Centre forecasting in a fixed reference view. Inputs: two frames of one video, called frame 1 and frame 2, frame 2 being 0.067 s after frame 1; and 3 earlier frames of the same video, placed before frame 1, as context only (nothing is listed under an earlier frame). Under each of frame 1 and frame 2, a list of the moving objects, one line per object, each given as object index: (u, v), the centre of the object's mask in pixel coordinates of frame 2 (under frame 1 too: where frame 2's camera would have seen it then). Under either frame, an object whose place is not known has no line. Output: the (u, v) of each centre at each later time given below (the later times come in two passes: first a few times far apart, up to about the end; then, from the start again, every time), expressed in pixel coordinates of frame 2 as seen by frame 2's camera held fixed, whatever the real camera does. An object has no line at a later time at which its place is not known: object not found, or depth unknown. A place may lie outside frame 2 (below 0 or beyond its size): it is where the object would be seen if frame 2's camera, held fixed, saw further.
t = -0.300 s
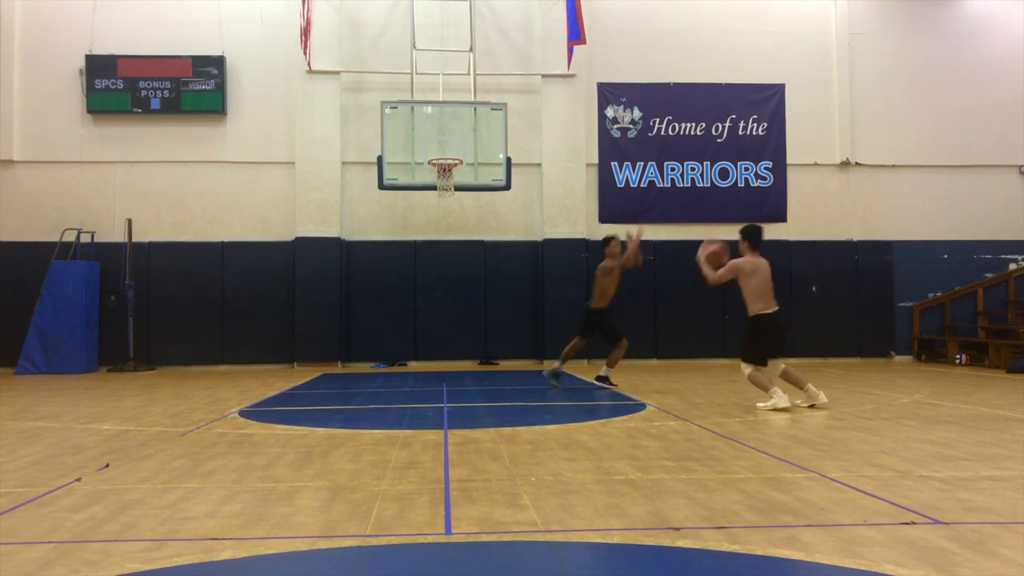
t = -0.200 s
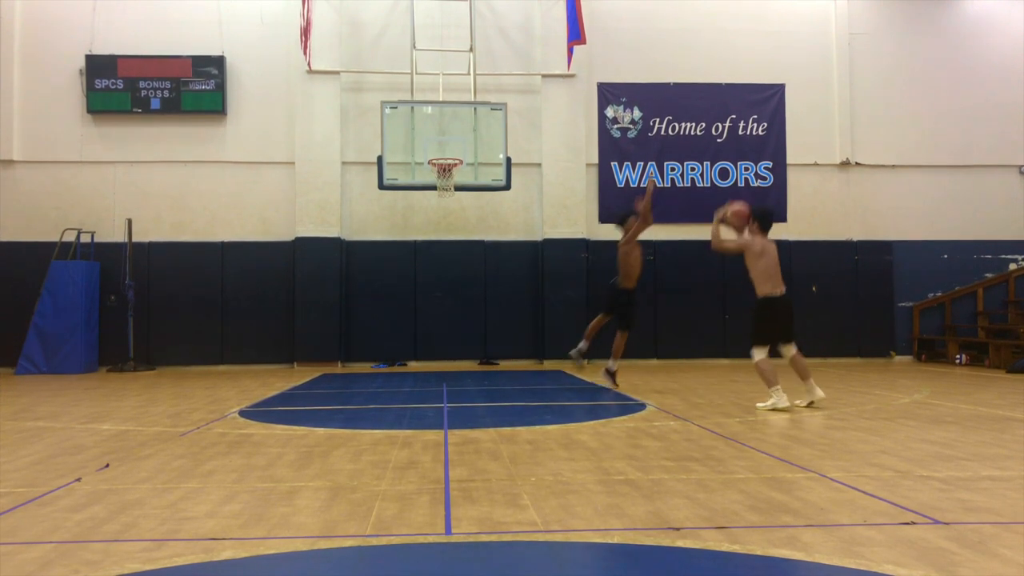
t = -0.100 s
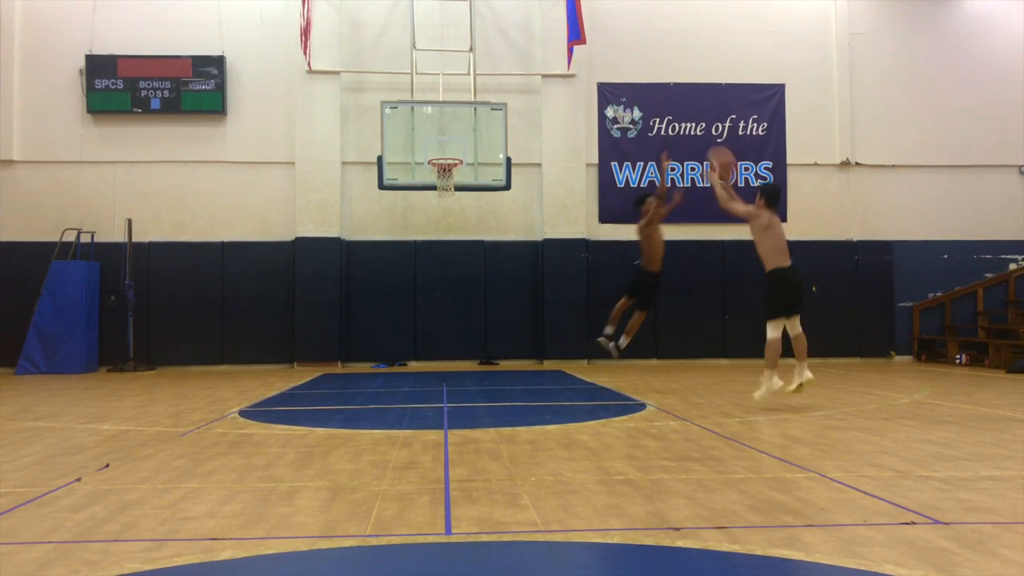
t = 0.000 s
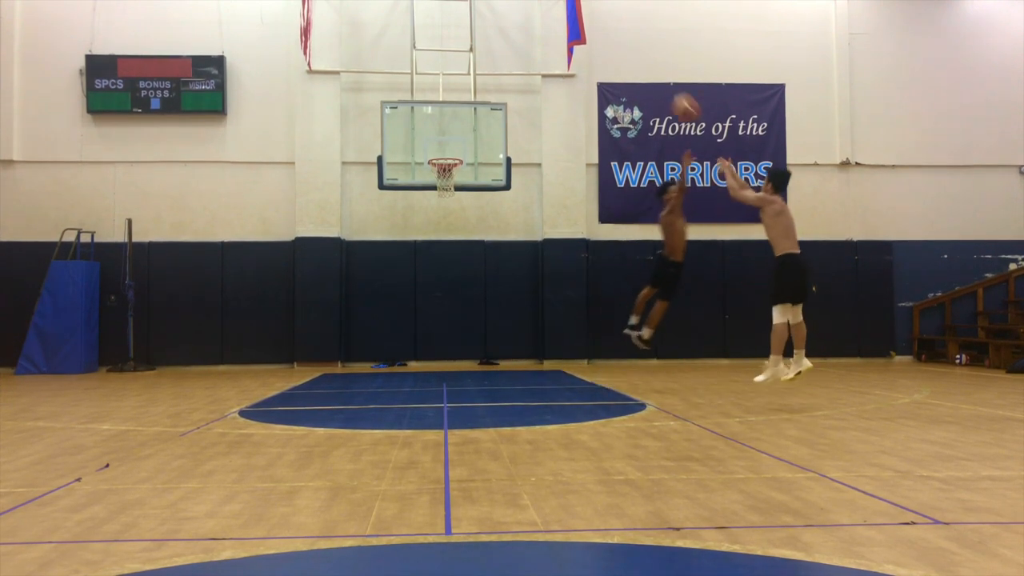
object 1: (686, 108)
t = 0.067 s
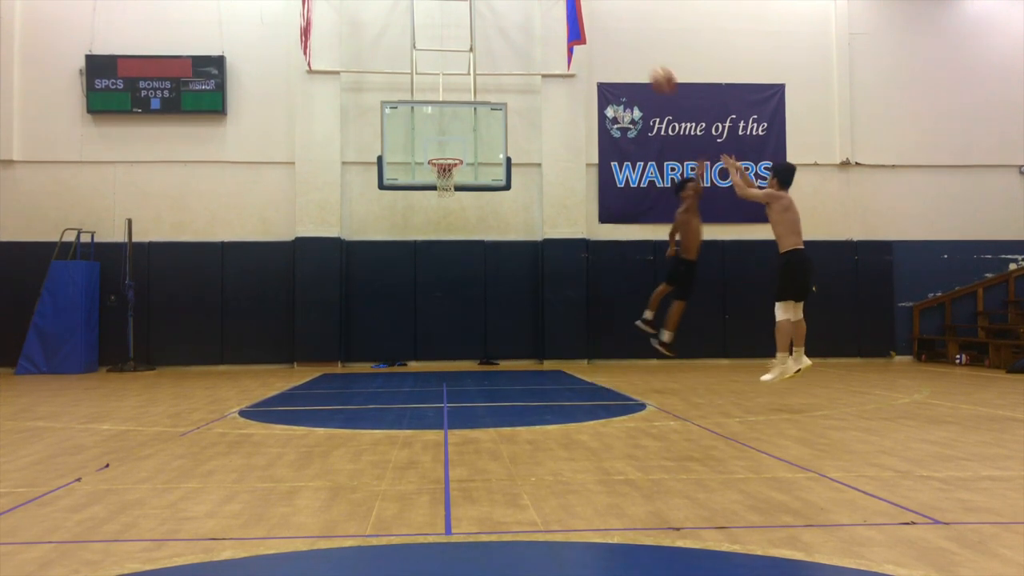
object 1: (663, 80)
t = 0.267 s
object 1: (604, 28)
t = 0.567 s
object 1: (533, 22)
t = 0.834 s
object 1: (483, 73)
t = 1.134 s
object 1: (434, 172)
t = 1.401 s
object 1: (437, 232)
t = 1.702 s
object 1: (438, 350)
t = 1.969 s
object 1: (453, 293)
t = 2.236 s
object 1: (471, 249)
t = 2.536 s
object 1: (493, 257)
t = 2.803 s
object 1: (513, 318)
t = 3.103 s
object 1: (532, 325)
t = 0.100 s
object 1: (652, 68)
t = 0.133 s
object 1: (642, 58)
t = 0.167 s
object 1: (631, 48)
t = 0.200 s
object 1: (622, 40)
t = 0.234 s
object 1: (612, 33)
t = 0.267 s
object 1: (604, 28)
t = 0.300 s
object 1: (595, 23)
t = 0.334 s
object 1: (587, 19)
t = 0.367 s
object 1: (578, 16)
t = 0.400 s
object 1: (570, 16)
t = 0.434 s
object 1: (562, 15)
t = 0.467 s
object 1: (554, 16)
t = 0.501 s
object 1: (547, 17)
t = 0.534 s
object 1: (540, 19)
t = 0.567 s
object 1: (533, 22)
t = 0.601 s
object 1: (526, 26)
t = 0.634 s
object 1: (520, 30)
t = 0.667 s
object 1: (513, 36)
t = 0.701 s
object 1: (507, 42)
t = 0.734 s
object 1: (501, 48)
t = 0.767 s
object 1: (495, 56)
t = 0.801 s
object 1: (489, 64)
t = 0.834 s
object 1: (483, 73)
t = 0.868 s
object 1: (477, 82)
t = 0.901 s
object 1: (471, 92)
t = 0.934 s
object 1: (466, 102)
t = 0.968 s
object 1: (461, 114)
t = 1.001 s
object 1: (456, 125)
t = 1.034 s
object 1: (451, 137)
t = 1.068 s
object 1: (446, 149)
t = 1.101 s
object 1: (439, 162)
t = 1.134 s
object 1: (434, 172)
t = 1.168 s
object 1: (438, 181)
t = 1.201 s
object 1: (437, 185)
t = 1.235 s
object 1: (437, 192)
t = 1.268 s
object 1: (437, 199)
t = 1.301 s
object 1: (437, 206)
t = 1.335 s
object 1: (437, 214)
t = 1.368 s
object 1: (437, 223)
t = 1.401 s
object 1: (437, 232)
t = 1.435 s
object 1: (438, 244)
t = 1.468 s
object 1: (438, 254)
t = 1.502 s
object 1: (438, 266)
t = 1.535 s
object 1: (438, 278)
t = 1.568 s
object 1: (438, 291)
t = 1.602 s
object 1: (438, 305)
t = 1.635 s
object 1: (438, 319)
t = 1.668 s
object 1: (438, 334)
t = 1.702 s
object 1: (438, 350)
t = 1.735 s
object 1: (439, 365)
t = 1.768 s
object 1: (440, 354)
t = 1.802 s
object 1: (442, 343)
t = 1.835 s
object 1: (444, 332)
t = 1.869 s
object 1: (447, 321)
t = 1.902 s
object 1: (449, 310)
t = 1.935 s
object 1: (451, 301)
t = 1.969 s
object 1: (453, 293)
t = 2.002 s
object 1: (456, 284)
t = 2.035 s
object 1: (458, 278)
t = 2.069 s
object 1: (460, 271)
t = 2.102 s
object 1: (462, 265)
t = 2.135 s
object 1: (465, 260)
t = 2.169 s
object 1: (467, 256)
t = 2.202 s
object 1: (469, 252)
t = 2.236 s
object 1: (471, 249)
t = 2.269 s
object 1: (474, 248)
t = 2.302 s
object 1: (476, 246)
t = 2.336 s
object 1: (478, 246)
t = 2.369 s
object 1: (480, 246)
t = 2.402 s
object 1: (483, 247)
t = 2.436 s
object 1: (486, 248)
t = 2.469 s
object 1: (488, 251)
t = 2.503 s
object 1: (490, 254)
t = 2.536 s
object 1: (493, 257)
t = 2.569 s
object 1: (495, 263)
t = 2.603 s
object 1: (498, 268)
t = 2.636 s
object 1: (500, 274)
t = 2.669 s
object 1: (502, 281)
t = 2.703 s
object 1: (505, 289)
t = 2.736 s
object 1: (508, 298)
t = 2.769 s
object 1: (510, 308)
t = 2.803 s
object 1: (513, 318)
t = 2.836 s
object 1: (515, 329)
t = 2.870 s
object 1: (518, 341)
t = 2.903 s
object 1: (520, 353)
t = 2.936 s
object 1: (523, 368)
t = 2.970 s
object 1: (525, 361)
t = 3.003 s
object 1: (526, 351)
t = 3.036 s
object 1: (528, 342)
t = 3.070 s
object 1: (530, 334)
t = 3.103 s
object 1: (532, 325)
